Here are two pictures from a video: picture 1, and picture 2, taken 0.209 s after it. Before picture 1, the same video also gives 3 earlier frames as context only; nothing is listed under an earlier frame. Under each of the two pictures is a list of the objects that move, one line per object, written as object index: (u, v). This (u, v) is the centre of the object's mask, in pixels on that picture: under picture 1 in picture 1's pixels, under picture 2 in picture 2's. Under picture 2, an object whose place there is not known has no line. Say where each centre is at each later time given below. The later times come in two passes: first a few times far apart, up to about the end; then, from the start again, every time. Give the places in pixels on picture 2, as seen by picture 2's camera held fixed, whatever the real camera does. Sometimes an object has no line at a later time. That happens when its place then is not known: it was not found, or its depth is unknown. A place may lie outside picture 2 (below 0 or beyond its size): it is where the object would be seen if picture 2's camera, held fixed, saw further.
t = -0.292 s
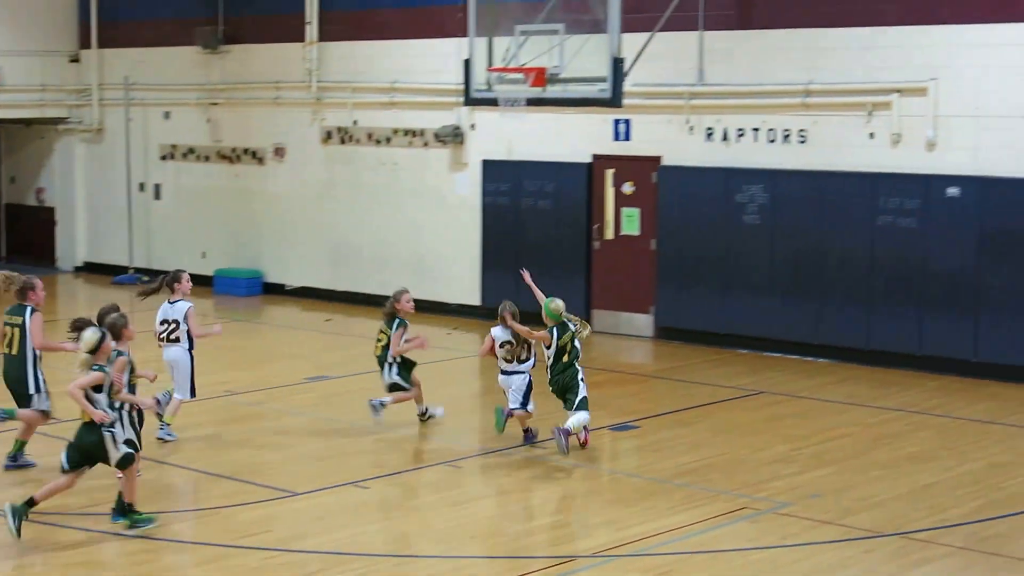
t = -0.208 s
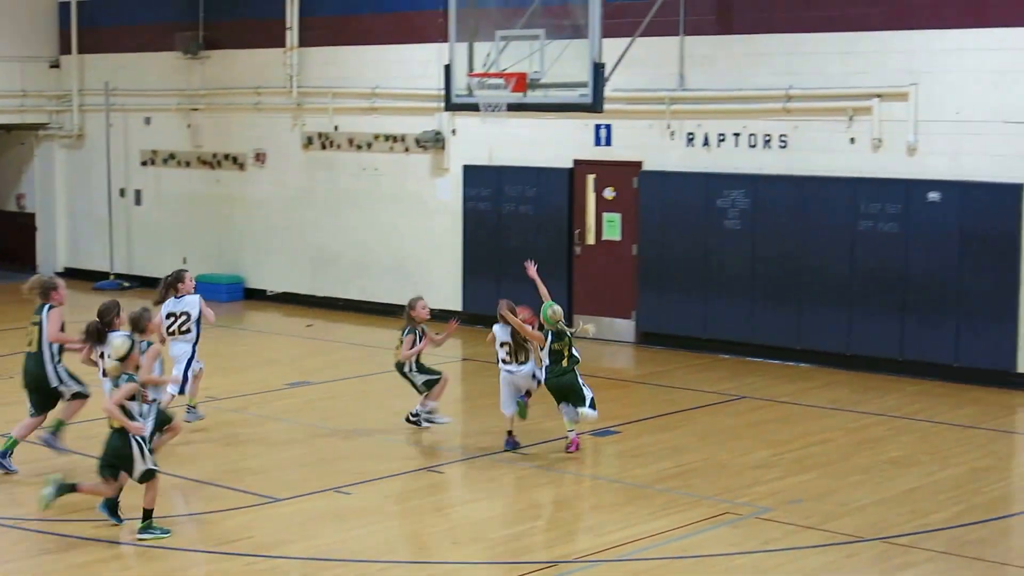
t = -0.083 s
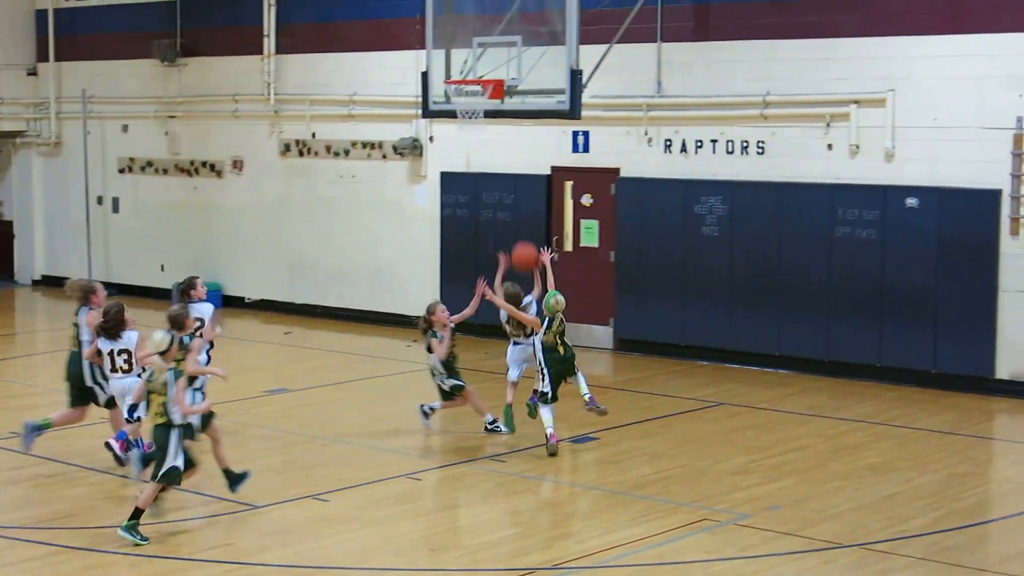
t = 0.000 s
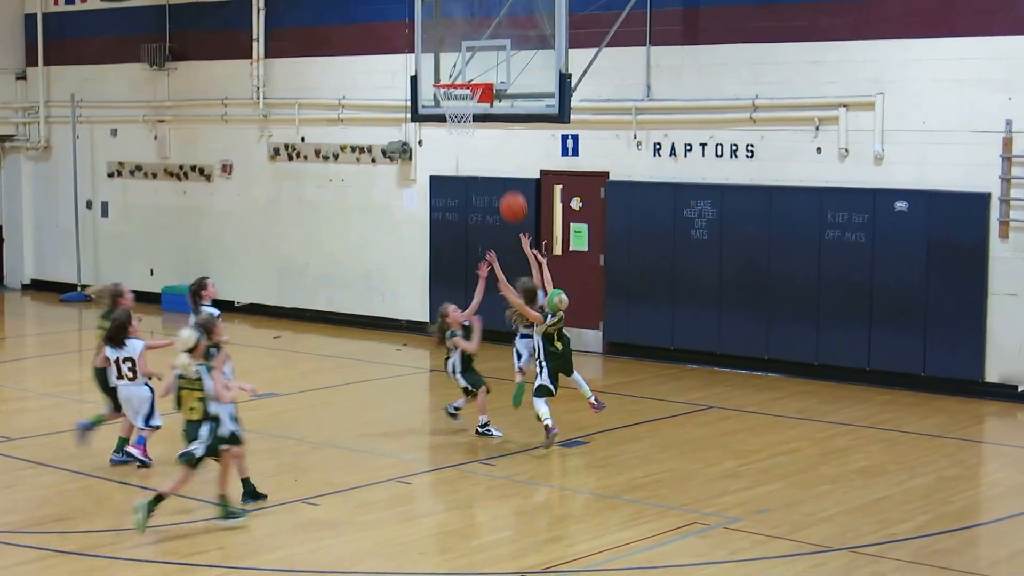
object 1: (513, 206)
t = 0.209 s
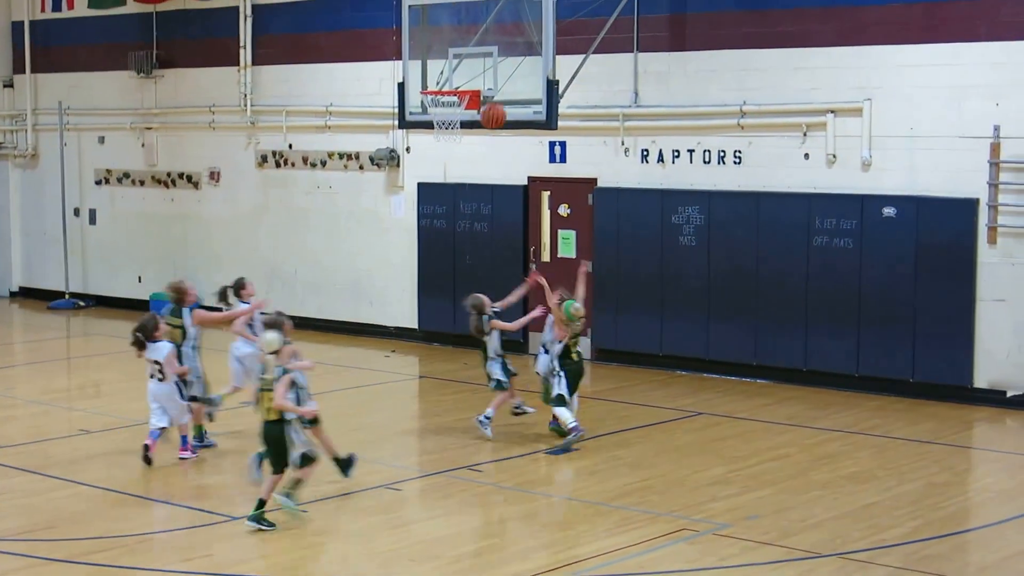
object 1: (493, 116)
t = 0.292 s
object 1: (490, 92)
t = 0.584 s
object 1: (480, 71)
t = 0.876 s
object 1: (468, 66)
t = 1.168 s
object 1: (462, 94)
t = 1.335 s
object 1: (459, 138)
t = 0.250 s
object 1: (492, 102)
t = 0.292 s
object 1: (490, 92)
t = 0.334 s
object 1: (489, 83)
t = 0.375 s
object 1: (487, 77)
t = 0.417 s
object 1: (485, 71)
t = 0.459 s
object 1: (483, 69)
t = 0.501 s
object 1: (482, 68)
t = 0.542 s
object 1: (481, 68)
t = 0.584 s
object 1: (480, 71)
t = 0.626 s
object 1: (478, 75)
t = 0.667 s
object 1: (473, 78)
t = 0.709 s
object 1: (471, 73)
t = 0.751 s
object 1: (470, 69)
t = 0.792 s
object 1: (469, 66)
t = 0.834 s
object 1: (469, 65)
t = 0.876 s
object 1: (468, 66)
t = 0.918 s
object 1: (466, 69)
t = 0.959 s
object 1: (465, 73)
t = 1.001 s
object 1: (464, 80)
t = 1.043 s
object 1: (464, 81)
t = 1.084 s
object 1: (463, 84)
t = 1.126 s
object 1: (462, 88)
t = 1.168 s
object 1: (462, 94)
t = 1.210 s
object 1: (461, 102)
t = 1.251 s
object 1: (460, 113)
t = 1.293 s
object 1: (460, 124)
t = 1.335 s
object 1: (459, 138)
